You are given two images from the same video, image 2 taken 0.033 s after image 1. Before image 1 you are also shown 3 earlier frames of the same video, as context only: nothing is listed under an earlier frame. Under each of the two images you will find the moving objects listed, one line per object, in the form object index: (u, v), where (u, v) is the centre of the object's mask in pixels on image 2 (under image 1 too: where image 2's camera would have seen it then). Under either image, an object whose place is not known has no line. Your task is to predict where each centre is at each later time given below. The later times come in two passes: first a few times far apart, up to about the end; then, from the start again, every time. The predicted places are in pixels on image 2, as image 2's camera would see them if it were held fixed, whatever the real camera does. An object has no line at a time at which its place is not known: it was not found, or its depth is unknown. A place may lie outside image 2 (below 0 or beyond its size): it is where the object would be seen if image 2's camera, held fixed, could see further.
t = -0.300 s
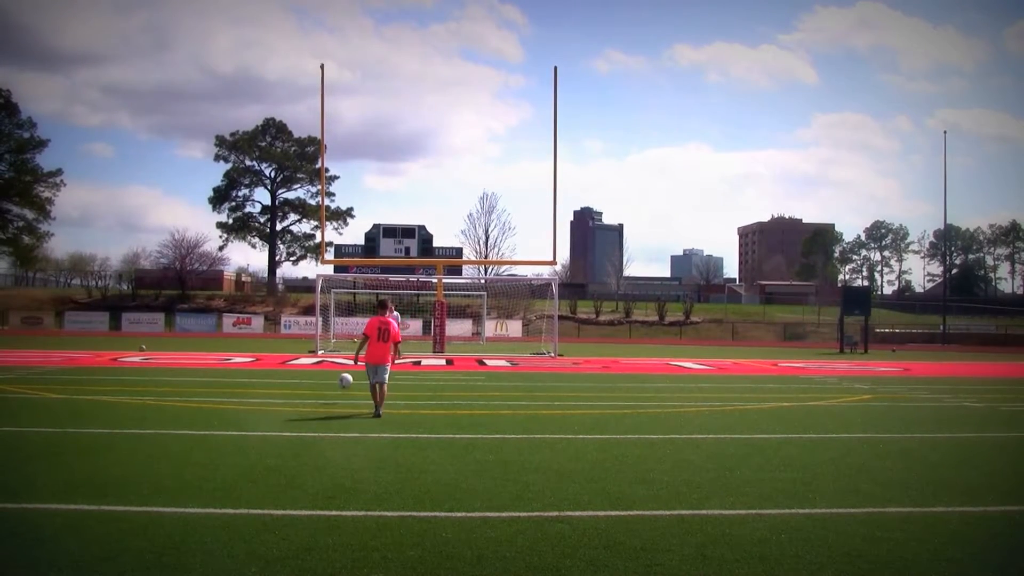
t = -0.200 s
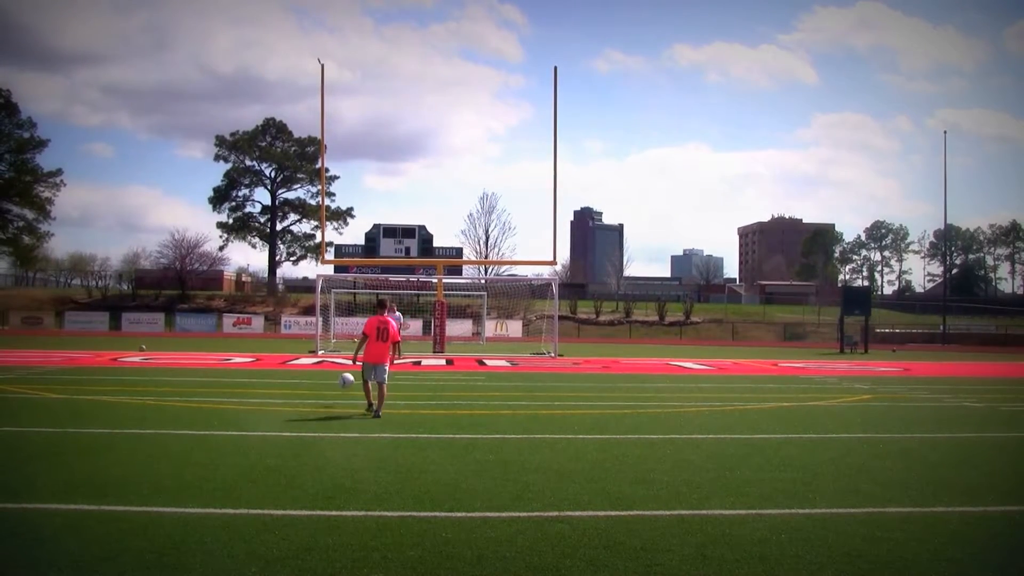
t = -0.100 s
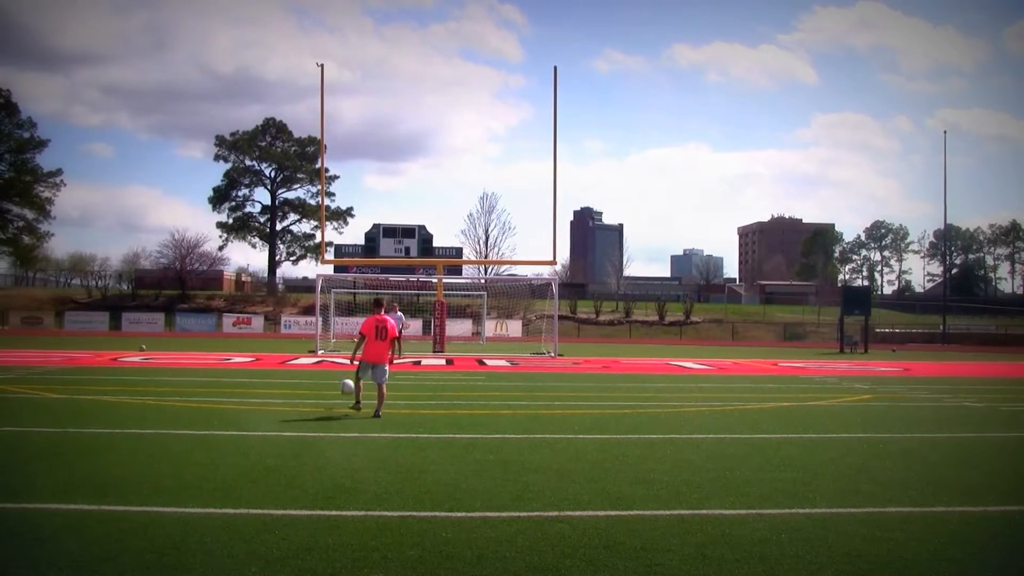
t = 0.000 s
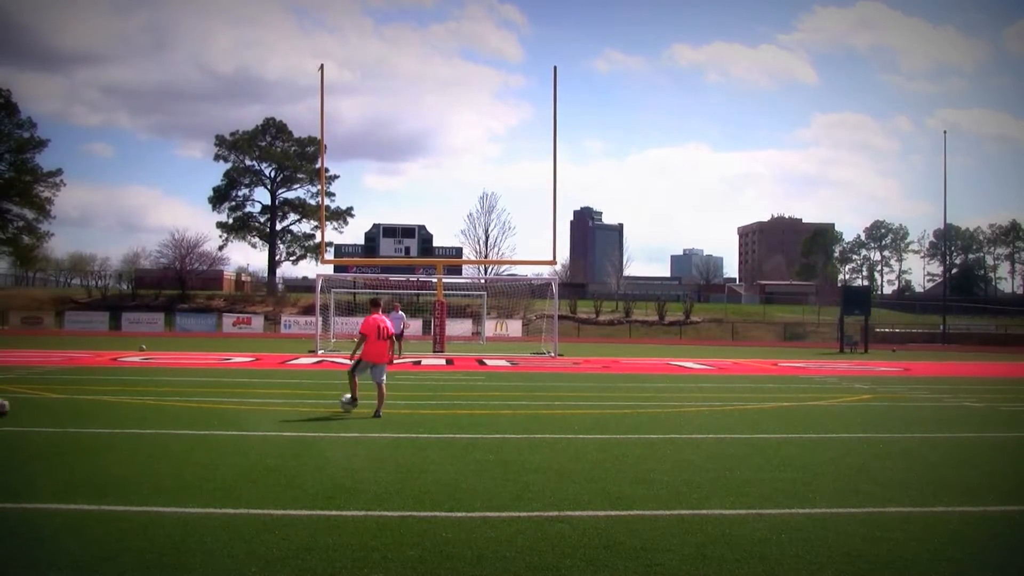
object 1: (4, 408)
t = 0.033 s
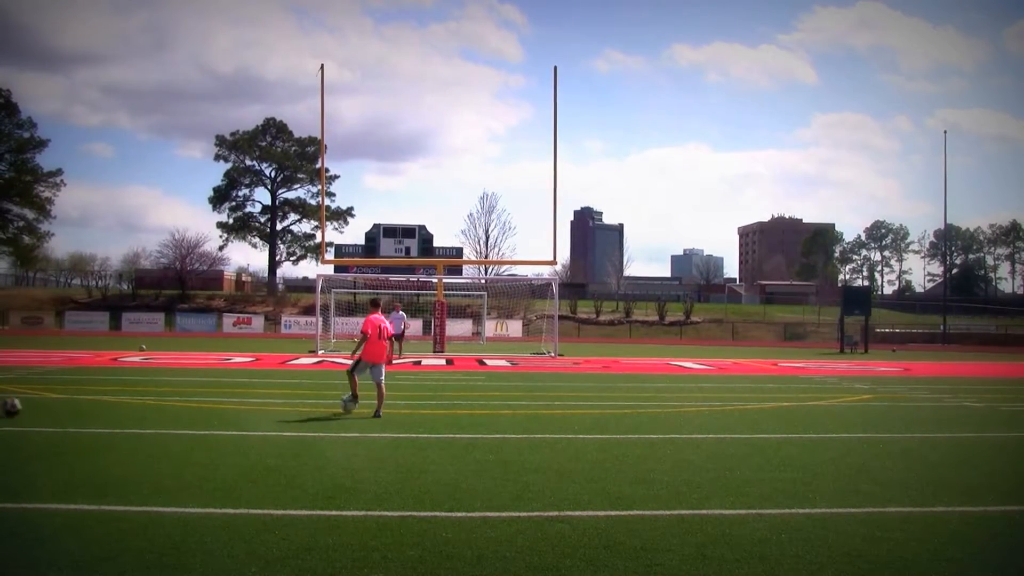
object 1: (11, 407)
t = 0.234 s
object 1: (70, 405)
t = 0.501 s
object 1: (118, 404)
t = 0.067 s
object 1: (23, 407)
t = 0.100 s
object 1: (34, 407)
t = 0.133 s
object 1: (44, 406)
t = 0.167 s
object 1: (53, 405)
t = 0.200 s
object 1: (62, 406)
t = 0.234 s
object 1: (70, 405)
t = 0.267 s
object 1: (78, 405)
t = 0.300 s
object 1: (84, 405)
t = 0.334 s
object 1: (92, 405)
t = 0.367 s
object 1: (98, 404)
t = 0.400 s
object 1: (103, 405)
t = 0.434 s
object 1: (108, 404)
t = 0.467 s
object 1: (114, 404)
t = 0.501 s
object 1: (118, 404)
